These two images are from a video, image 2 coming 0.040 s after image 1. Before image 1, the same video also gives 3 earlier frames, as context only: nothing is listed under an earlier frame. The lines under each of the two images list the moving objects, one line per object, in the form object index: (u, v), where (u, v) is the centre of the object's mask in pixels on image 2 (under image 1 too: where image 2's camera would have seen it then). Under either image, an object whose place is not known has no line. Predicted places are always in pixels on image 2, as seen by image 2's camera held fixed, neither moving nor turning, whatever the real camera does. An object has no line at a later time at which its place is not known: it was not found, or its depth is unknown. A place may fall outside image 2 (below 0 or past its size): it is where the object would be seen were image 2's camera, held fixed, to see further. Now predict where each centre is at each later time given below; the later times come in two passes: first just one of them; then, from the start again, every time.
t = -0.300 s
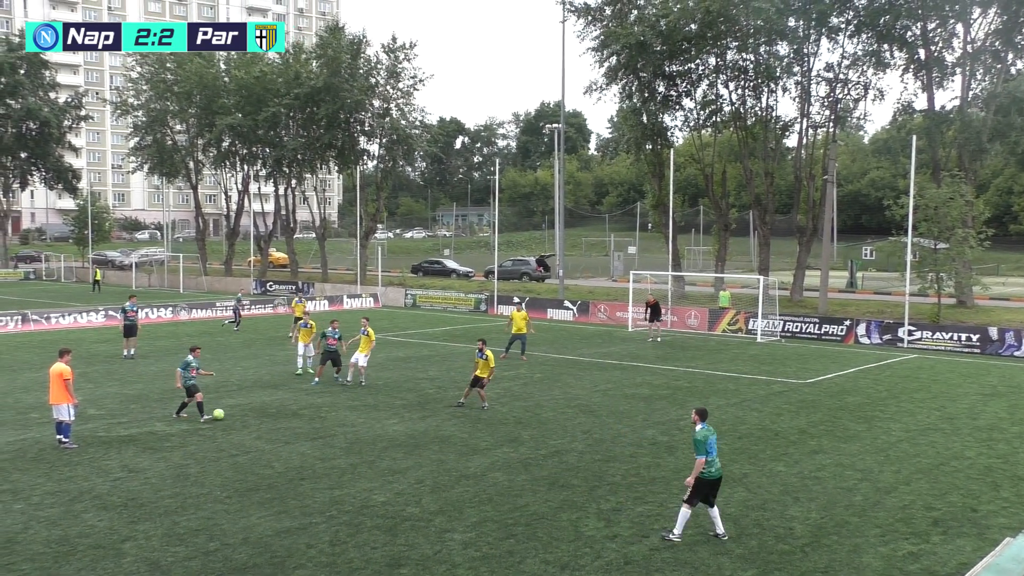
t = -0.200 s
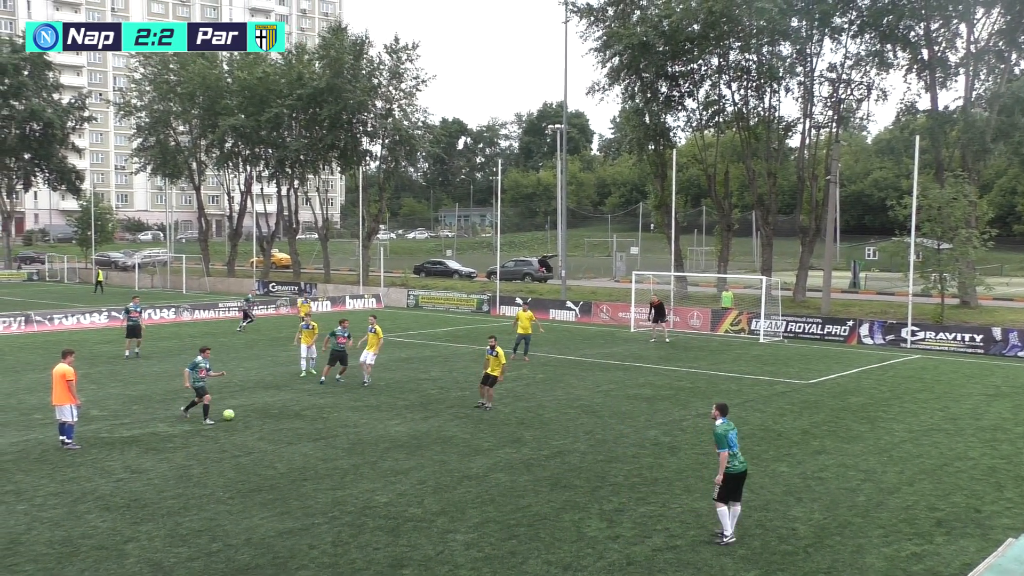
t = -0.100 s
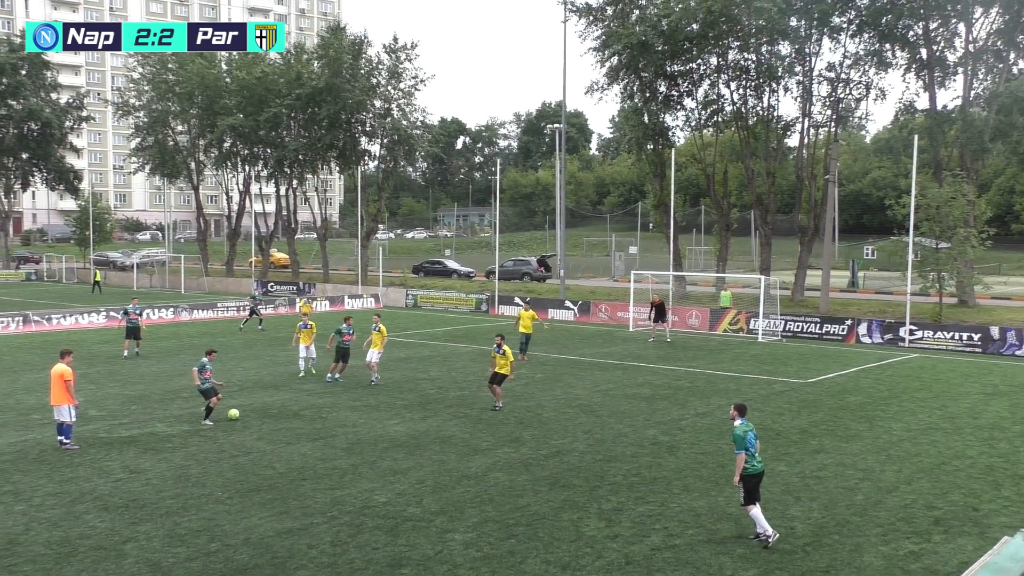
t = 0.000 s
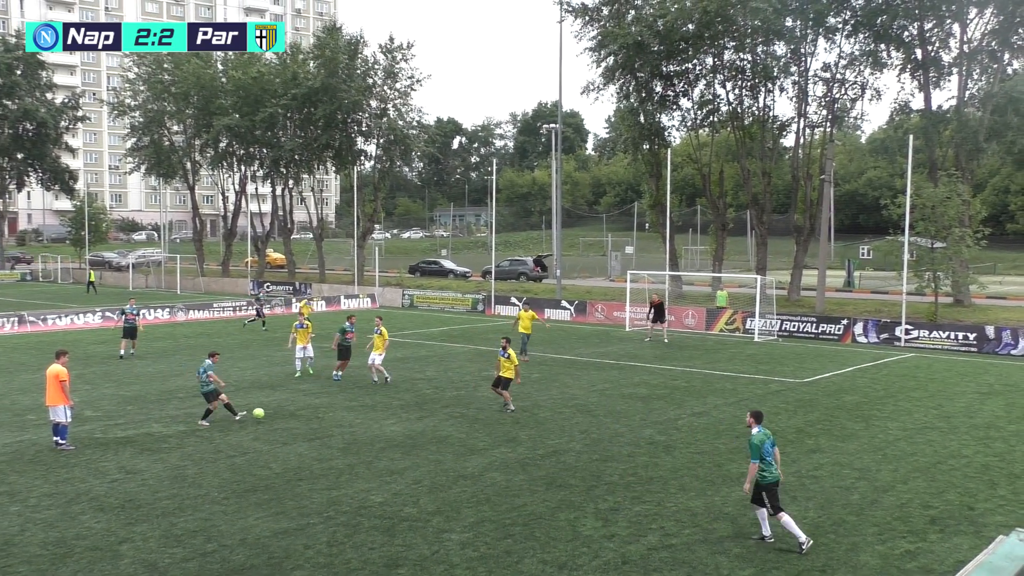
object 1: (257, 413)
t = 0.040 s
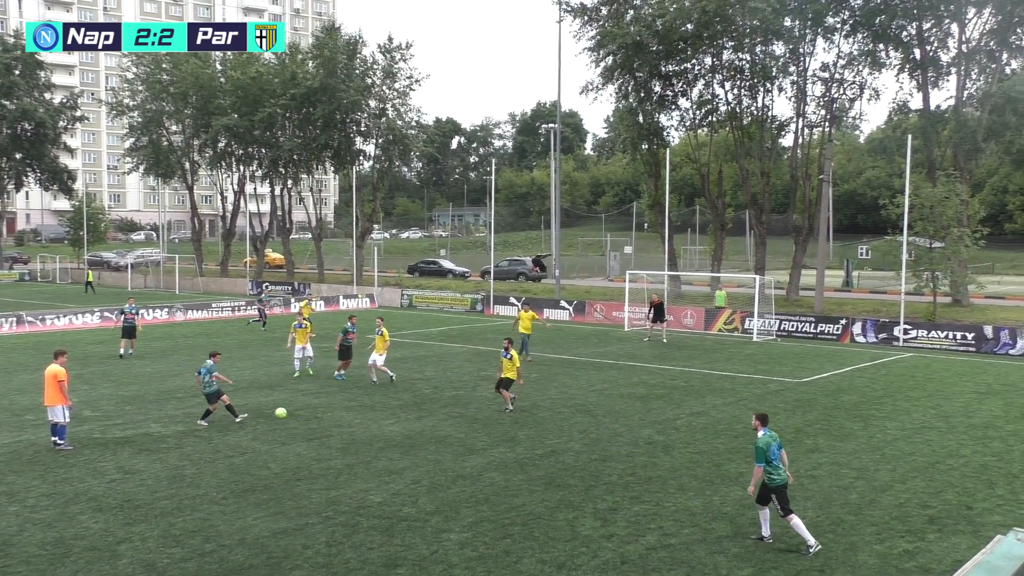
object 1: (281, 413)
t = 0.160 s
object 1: (353, 417)
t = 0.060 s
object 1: (293, 413)
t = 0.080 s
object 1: (305, 413)
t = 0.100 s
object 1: (317, 414)
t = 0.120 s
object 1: (328, 415)
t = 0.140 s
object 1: (340, 416)
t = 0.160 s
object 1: (353, 417)
